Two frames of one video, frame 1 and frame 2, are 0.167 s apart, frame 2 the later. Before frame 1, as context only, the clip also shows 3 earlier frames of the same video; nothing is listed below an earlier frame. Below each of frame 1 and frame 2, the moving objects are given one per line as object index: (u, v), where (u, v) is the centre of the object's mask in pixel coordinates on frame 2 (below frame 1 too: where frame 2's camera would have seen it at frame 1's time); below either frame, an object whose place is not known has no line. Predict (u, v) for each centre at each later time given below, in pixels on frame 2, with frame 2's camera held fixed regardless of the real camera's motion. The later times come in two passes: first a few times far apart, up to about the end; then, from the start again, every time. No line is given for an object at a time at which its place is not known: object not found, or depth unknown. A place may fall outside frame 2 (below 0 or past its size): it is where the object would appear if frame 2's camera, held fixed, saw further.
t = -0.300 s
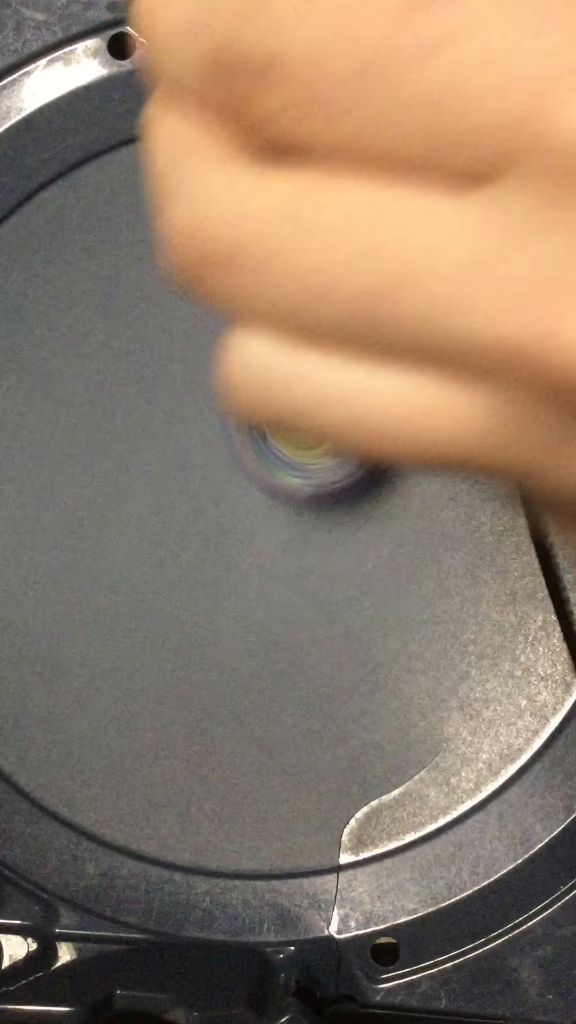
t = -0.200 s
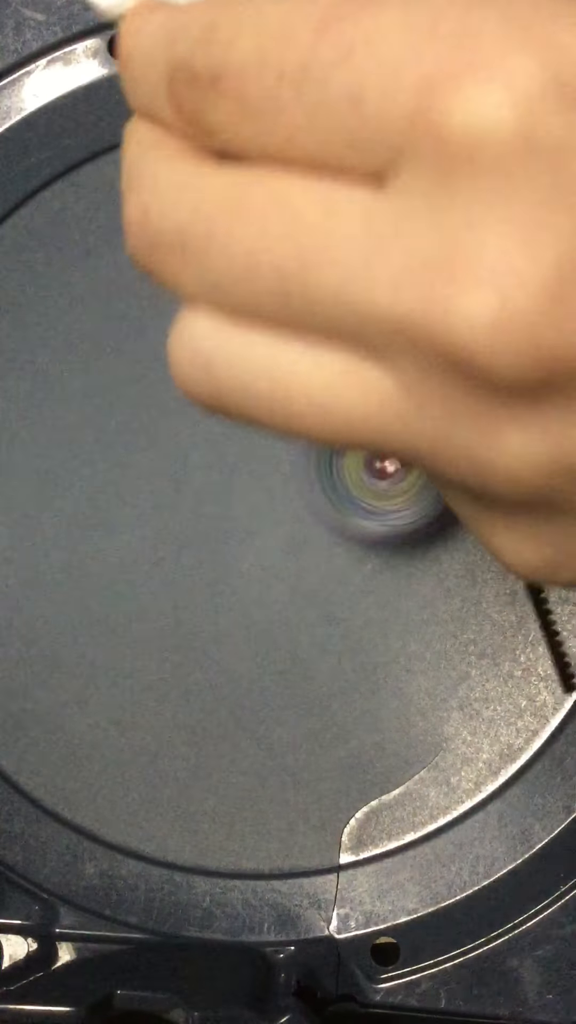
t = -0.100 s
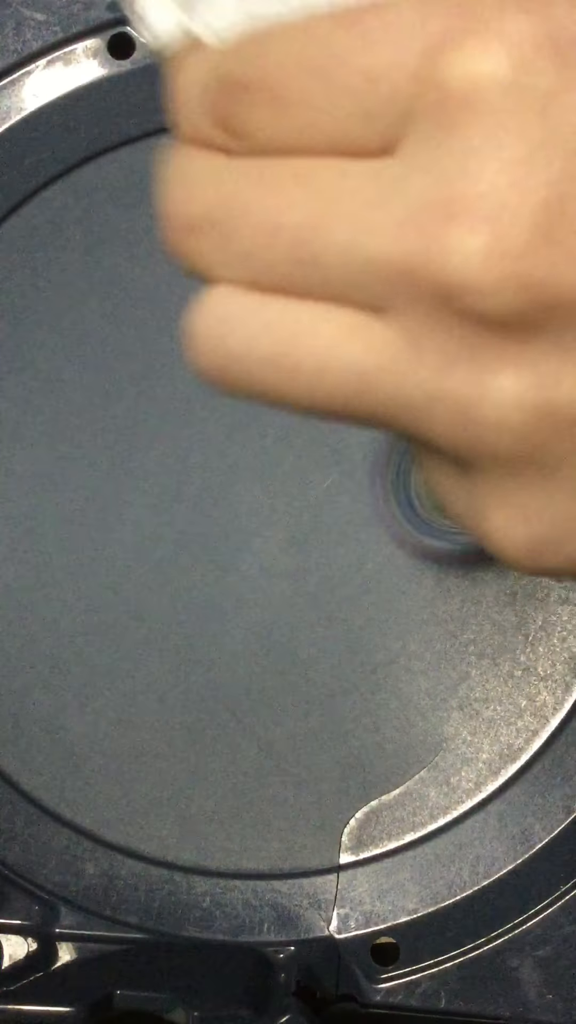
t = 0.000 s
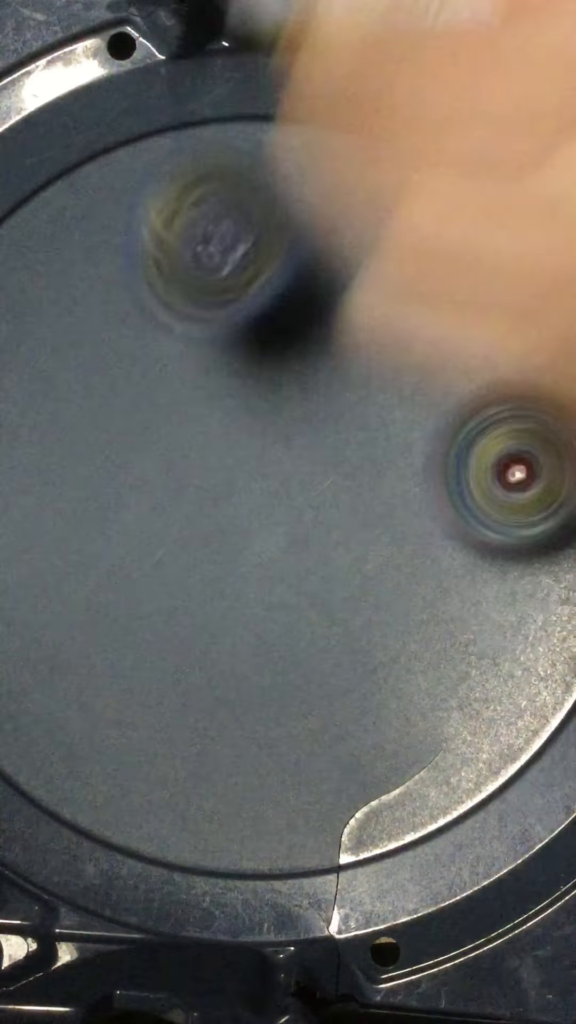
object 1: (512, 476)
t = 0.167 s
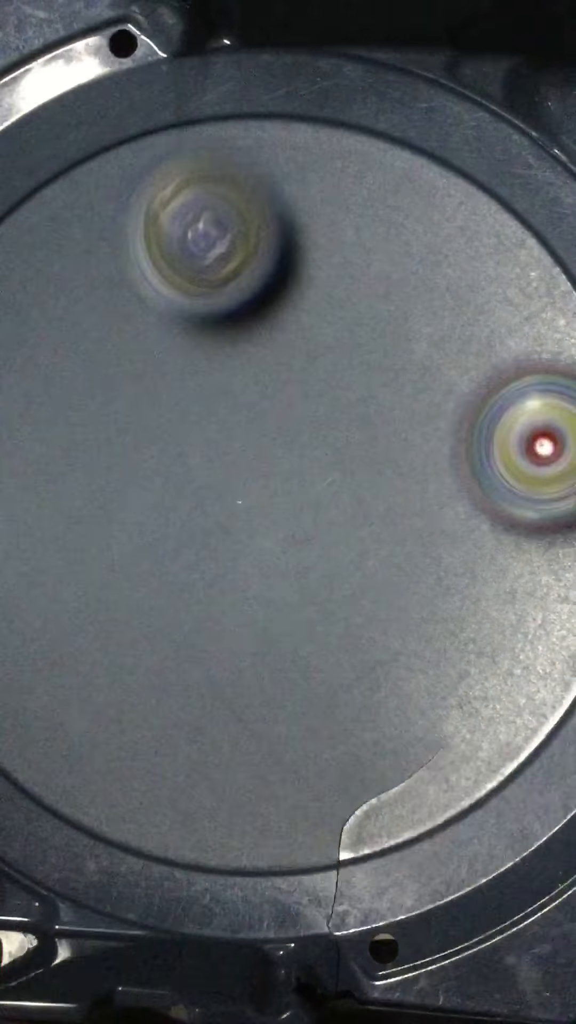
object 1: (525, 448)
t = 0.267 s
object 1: (500, 428)
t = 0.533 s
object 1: (355, 498)
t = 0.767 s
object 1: (284, 656)
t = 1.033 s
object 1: (325, 715)
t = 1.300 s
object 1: (301, 631)
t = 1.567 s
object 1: (201, 544)
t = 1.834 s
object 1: (104, 534)
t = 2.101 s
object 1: (170, 521)
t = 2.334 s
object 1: (35, 263)
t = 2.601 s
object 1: (131, 339)
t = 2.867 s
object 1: (216, 294)
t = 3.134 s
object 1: (281, 276)
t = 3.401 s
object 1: (361, 391)
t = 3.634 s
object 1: (382, 514)
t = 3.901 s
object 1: (434, 603)
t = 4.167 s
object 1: (395, 605)
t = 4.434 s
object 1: (233, 577)
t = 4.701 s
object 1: (259, 609)
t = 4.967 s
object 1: (231, 504)
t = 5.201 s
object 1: (217, 490)
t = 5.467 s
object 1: (254, 479)
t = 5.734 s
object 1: (238, 509)
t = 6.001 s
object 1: (204, 580)
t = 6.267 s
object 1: (200, 592)
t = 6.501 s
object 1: (88, 503)
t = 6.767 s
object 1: (108, 436)
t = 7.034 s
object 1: (209, 403)
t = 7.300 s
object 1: (322, 429)
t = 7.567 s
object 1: (351, 499)
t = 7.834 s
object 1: (297, 563)
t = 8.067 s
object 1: (181, 666)
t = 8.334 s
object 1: (78, 629)
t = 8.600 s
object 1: (99, 470)
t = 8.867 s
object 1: (122, 315)
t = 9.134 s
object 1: (251, 287)
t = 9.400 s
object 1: (417, 300)
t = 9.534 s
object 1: (469, 339)
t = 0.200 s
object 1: (518, 444)
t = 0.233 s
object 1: (510, 436)
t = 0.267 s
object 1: (500, 428)
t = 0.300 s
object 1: (487, 425)
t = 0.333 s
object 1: (468, 424)
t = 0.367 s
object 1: (450, 430)
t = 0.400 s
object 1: (431, 442)
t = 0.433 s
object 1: (410, 453)
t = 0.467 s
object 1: (390, 466)
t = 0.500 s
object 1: (371, 480)
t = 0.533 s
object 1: (355, 498)
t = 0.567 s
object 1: (335, 519)
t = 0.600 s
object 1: (321, 542)
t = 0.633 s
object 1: (307, 567)
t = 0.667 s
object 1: (296, 590)
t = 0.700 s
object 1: (289, 612)
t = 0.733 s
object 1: (284, 634)
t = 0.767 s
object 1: (284, 656)
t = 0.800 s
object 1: (288, 676)
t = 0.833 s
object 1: (292, 693)
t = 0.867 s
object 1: (299, 706)
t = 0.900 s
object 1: (306, 714)
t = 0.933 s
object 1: (313, 718)
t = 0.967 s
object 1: (318, 720)
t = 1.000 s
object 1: (322, 719)
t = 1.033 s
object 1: (325, 715)
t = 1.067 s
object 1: (328, 709)
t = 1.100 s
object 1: (328, 701)
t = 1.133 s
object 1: (327, 691)
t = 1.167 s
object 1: (324, 682)
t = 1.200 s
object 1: (321, 670)
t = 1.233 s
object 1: (316, 656)
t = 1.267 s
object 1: (308, 644)
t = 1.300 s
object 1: (301, 631)
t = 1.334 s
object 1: (292, 618)
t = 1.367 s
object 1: (282, 603)
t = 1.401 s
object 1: (273, 591)
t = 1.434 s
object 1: (264, 579)
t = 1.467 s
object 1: (253, 569)
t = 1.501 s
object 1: (238, 560)
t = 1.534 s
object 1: (219, 551)
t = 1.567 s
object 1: (201, 544)
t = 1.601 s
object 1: (182, 540)
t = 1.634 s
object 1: (161, 536)
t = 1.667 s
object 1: (142, 532)
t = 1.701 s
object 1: (125, 530)
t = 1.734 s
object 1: (110, 531)
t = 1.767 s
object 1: (105, 533)
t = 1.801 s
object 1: (102, 534)
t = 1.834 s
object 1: (104, 534)
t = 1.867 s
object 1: (109, 535)
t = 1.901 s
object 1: (114, 535)
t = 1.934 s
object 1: (121, 535)
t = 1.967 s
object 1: (130, 534)
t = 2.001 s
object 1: (141, 531)
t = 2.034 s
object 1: (151, 529)
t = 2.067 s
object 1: (161, 526)
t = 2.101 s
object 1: (170, 521)
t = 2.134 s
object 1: (180, 516)
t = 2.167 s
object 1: (190, 511)
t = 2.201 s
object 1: (154, 461)
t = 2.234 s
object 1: (110, 400)
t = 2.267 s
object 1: (72, 345)
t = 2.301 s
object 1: (52, 297)
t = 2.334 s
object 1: (35, 263)
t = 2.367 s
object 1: (28, 235)
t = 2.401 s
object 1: (29, 229)
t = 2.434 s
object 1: (38, 239)
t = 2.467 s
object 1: (44, 252)
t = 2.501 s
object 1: (59, 270)
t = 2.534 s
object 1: (74, 291)
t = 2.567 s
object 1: (104, 319)
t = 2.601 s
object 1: (131, 339)
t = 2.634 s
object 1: (162, 368)
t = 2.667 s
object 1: (192, 396)
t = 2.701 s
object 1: (224, 421)
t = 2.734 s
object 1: (221, 395)
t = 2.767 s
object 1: (214, 359)
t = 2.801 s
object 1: (212, 335)
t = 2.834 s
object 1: (213, 312)
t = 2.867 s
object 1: (216, 294)
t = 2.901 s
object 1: (222, 282)
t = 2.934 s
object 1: (227, 272)
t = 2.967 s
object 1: (234, 267)
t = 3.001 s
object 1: (242, 262)
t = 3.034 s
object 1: (251, 262)
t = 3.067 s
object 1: (260, 264)
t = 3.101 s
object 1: (269, 268)
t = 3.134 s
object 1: (281, 276)
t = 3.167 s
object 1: (291, 285)
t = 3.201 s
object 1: (301, 296)
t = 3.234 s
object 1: (313, 310)
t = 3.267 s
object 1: (324, 325)
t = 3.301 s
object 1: (334, 340)
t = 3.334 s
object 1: (346, 357)
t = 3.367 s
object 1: (353, 374)
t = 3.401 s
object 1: (361, 391)
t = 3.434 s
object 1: (367, 410)
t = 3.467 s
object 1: (372, 429)
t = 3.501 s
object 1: (377, 445)
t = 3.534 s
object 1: (380, 463)
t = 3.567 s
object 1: (382, 481)
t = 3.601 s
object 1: (381, 497)
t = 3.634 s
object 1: (382, 514)
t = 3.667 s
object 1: (379, 531)
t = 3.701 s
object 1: (375, 546)
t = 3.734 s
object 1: (372, 561)
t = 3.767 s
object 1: (369, 577)
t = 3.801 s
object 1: (365, 589)
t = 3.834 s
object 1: (378, 600)
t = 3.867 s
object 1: (408, 600)
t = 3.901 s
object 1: (434, 603)
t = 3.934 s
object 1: (452, 604)
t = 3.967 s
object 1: (458, 605)
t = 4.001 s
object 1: (460, 606)
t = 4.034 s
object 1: (454, 606)
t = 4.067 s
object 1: (446, 607)
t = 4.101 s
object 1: (428, 606)
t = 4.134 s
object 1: (412, 603)
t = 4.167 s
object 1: (395, 605)
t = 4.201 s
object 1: (368, 601)
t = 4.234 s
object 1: (347, 598)
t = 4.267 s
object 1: (326, 594)
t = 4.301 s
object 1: (301, 590)
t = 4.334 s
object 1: (282, 584)
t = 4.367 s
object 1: (263, 581)
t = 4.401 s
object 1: (244, 576)
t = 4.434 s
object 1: (233, 577)
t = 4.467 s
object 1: (246, 595)
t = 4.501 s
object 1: (254, 609)
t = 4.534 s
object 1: (261, 622)
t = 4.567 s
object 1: (266, 629)
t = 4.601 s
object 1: (269, 631)
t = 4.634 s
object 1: (266, 626)
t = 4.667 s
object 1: (263, 619)
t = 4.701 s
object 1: (259, 609)
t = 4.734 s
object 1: (253, 599)
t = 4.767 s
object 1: (250, 585)
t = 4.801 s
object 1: (245, 570)
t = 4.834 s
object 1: (243, 557)
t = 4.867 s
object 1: (238, 544)
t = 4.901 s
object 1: (236, 531)
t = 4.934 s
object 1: (232, 517)
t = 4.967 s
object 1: (231, 504)
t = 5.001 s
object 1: (228, 491)
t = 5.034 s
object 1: (228, 481)
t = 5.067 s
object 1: (225, 470)
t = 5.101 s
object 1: (220, 474)
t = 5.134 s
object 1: (215, 484)
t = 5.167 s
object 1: (214, 488)
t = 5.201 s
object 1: (217, 490)
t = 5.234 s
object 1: (219, 491)
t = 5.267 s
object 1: (223, 491)
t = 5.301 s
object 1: (228, 491)
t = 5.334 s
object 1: (233, 489)
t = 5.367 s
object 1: (238, 487)
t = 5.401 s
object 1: (243, 486)
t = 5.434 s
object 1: (247, 482)
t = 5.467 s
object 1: (254, 479)
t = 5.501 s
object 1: (260, 478)
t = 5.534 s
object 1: (265, 476)
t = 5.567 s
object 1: (270, 474)
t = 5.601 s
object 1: (276, 474)
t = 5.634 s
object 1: (279, 474)
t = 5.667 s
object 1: (274, 475)
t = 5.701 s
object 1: (254, 493)
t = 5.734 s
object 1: (238, 509)
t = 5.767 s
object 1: (228, 522)
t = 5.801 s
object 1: (220, 532)
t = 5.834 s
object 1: (214, 543)
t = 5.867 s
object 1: (211, 551)
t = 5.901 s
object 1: (208, 560)
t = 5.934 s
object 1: (207, 568)
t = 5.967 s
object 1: (205, 574)
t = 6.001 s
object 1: (204, 580)
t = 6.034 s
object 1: (203, 585)
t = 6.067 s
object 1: (201, 590)
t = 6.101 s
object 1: (200, 593)
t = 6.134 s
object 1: (199, 595)
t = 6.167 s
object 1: (198, 596)
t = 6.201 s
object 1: (198, 596)
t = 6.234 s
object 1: (199, 594)
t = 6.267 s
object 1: (200, 592)
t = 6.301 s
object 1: (198, 587)
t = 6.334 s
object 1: (167, 568)
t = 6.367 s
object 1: (137, 549)
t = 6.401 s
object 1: (117, 534)
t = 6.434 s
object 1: (104, 522)
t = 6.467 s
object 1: (94, 511)
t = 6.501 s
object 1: (88, 503)
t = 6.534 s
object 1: (84, 495)
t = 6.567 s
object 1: (82, 486)
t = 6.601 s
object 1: (83, 479)
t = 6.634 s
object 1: (84, 470)
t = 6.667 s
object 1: (88, 462)
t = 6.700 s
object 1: (93, 452)
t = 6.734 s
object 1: (100, 445)
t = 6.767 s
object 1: (108, 436)
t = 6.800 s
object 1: (119, 428)
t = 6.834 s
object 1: (128, 421)
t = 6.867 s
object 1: (139, 415)
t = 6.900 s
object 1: (152, 410)
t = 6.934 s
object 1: (167, 406)
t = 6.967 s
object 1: (181, 404)
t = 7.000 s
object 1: (196, 402)
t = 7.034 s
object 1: (209, 403)
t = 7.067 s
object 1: (222, 403)
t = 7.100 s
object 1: (236, 405)
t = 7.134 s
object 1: (251, 409)
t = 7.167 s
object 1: (261, 414)
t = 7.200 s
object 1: (276, 419)
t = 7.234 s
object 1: (295, 421)
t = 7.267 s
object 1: (309, 422)
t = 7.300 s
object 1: (322, 429)
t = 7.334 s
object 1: (331, 437)
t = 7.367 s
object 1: (337, 444)
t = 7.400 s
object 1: (344, 453)
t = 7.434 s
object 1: (348, 463)
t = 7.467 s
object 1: (351, 472)
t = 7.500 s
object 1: (353, 482)
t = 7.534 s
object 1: (352, 491)
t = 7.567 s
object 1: (351, 499)
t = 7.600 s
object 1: (347, 510)
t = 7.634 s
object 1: (343, 519)
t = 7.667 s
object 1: (338, 527)
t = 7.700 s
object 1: (331, 536)
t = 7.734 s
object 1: (326, 543)
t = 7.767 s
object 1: (316, 551)
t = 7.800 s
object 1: (306, 557)
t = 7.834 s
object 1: (297, 563)
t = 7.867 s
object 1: (283, 568)
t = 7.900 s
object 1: (267, 572)
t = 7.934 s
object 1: (254, 577)
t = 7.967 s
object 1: (242, 607)
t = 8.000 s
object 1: (224, 634)
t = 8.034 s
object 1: (204, 654)
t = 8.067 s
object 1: (181, 666)
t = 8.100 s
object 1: (159, 673)
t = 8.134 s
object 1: (141, 677)
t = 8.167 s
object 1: (121, 675)
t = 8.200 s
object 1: (108, 670)
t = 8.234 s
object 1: (95, 662)
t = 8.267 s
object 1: (85, 652)
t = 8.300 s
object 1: (81, 641)
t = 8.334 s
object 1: (78, 629)
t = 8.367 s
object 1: (76, 613)
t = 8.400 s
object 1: (76, 597)
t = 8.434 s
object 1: (76, 580)
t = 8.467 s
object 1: (79, 561)
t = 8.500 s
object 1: (81, 539)
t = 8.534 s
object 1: (86, 516)
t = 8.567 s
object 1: (93, 493)
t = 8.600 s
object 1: (99, 470)
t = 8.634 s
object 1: (104, 448)
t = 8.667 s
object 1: (102, 423)
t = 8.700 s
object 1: (98, 400)
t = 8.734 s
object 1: (97, 378)
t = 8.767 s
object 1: (99, 359)
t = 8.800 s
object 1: (105, 342)
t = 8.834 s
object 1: (111, 328)
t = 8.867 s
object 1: (122, 315)
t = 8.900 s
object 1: (134, 305)
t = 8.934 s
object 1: (147, 298)
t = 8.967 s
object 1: (162, 293)
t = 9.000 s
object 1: (178, 289)
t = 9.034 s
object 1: (193, 288)
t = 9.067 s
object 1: (213, 286)
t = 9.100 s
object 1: (230, 286)
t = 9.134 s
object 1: (251, 287)
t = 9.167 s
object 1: (274, 286)
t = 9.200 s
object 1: (293, 287)
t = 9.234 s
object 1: (314, 289)
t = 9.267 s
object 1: (336, 289)
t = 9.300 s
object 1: (358, 289)
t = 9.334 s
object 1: (381, 291)
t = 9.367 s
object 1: (400, 294)
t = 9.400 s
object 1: (417, 300)
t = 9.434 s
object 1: (433, 307)
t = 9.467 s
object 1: (448, 316)
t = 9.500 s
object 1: (459, 326)
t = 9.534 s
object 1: (469, 339)
